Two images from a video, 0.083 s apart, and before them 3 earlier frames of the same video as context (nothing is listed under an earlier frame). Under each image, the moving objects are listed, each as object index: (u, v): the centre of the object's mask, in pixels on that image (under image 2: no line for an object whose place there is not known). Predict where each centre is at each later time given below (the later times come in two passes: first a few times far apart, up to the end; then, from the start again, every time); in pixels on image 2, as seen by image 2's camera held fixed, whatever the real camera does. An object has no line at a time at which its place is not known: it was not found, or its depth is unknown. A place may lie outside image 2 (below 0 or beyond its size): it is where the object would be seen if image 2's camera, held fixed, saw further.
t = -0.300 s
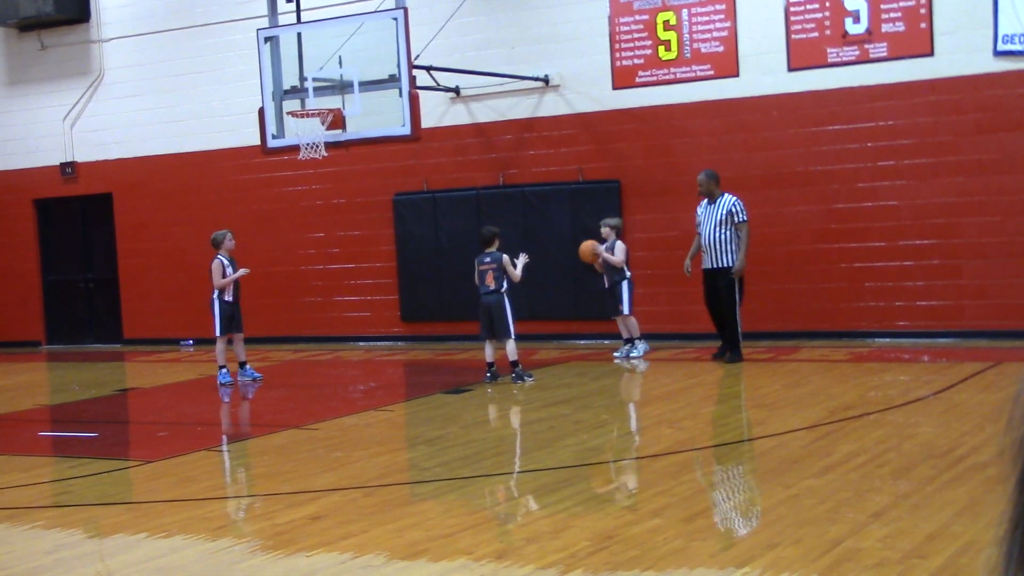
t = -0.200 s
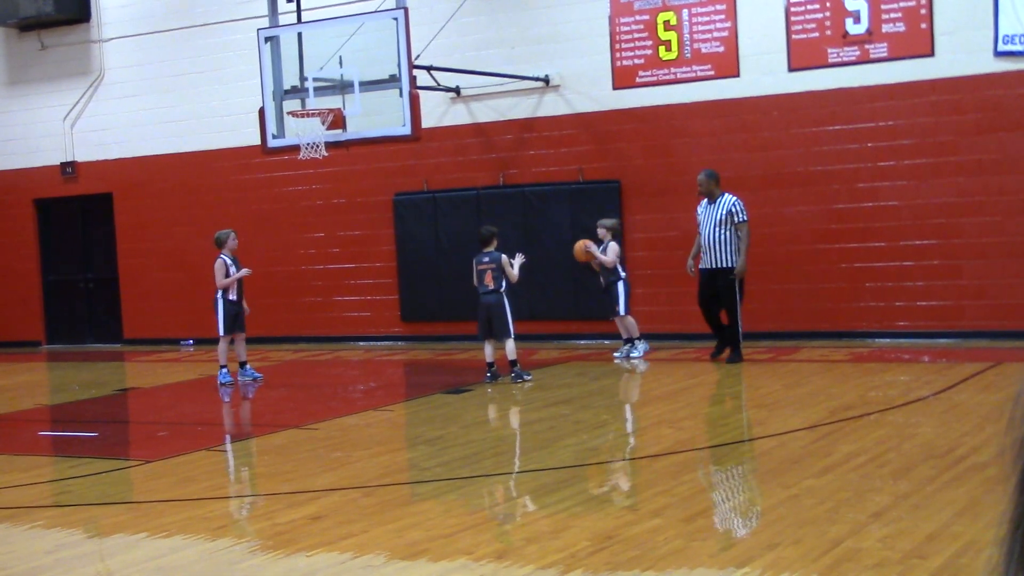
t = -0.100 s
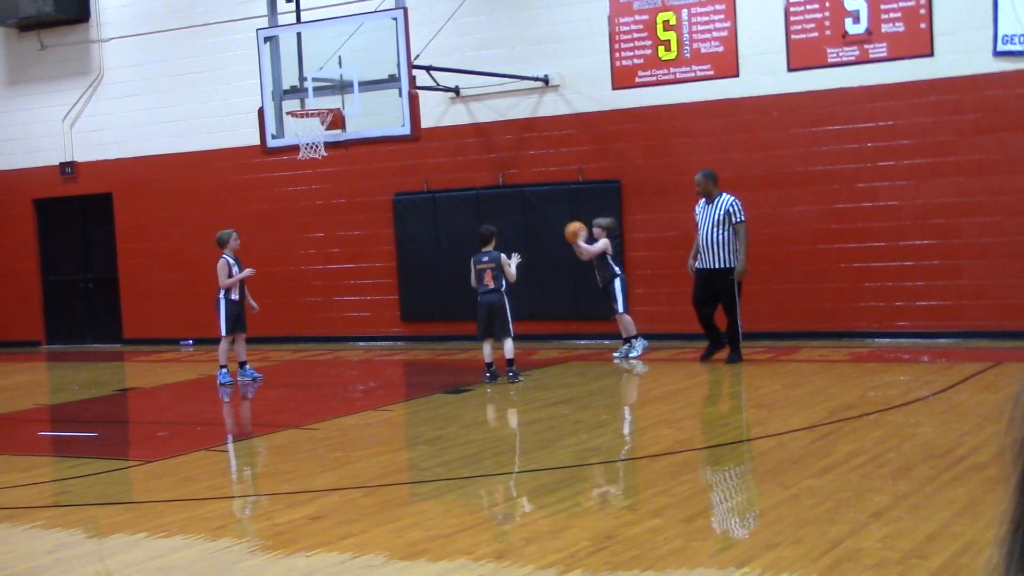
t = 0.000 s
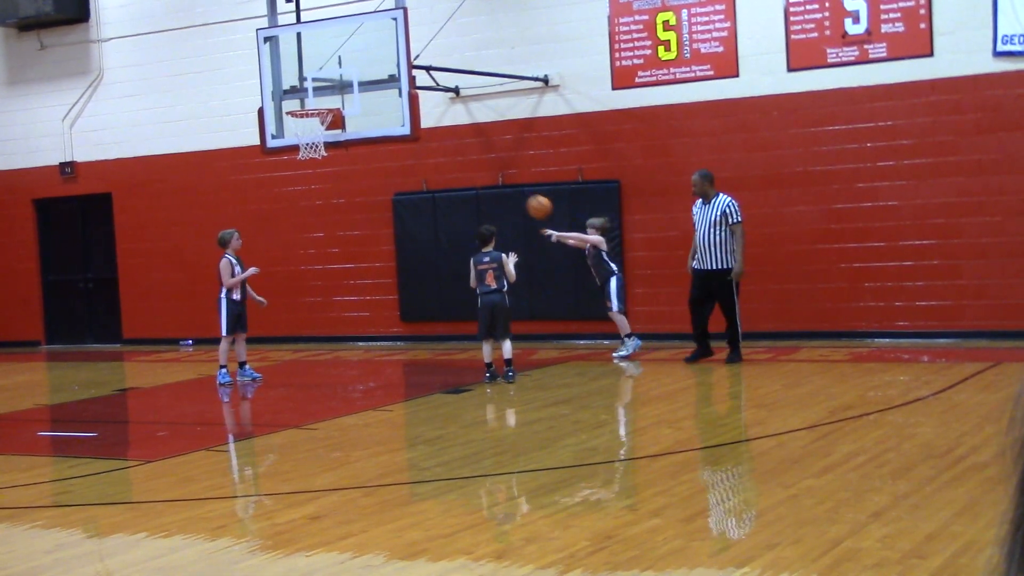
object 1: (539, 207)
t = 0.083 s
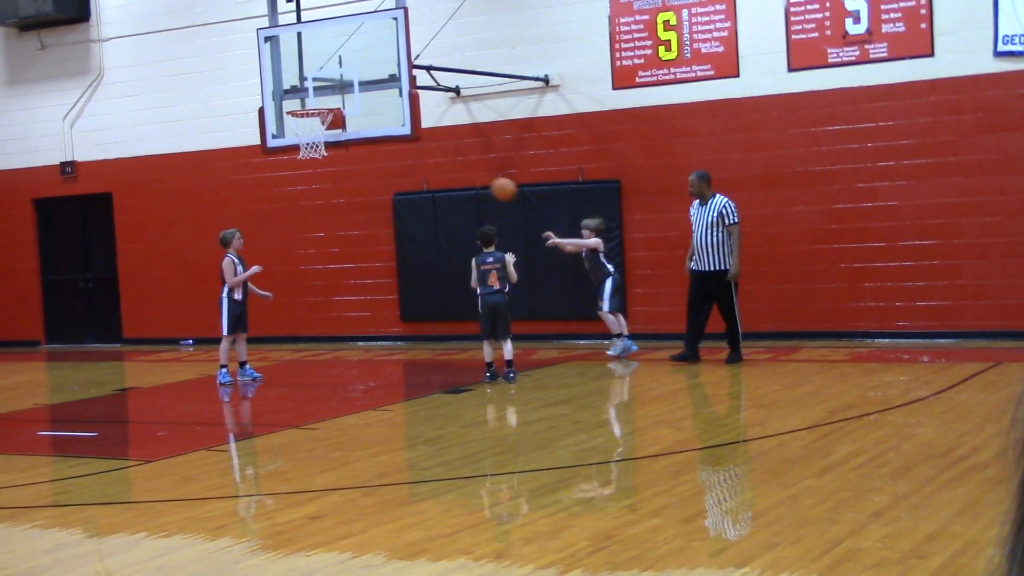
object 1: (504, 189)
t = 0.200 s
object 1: (453, 175)
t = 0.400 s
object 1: (368, 182)
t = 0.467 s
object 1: (341, 193)
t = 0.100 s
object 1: (496, 186)
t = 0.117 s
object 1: (489, 184)
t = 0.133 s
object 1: (482, 182)
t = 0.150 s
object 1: (475, 179)
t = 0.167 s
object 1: (467, 178)
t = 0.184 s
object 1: (460, 177)
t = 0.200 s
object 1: (453, 175)
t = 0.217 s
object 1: (445, 174)
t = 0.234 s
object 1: (438, 173)
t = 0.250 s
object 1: (431, 172)
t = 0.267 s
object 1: (424, 173)
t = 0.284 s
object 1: (417, 173)
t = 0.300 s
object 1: (410, 173)
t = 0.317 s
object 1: (403, 174)
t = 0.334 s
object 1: (396, 175)
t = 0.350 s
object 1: (389, 176)
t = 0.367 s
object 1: (381, 178)
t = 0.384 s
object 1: (374, 179)
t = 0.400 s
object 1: (368, 182)
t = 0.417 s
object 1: (360, 185)
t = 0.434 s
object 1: (354, 187)
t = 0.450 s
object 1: (348, 190)
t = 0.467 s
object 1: (341, 193)
